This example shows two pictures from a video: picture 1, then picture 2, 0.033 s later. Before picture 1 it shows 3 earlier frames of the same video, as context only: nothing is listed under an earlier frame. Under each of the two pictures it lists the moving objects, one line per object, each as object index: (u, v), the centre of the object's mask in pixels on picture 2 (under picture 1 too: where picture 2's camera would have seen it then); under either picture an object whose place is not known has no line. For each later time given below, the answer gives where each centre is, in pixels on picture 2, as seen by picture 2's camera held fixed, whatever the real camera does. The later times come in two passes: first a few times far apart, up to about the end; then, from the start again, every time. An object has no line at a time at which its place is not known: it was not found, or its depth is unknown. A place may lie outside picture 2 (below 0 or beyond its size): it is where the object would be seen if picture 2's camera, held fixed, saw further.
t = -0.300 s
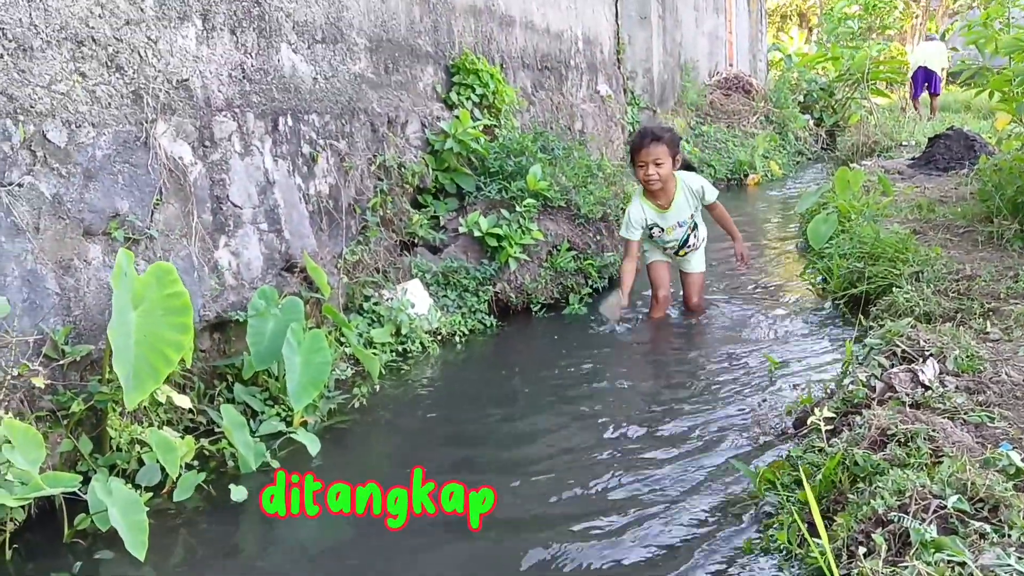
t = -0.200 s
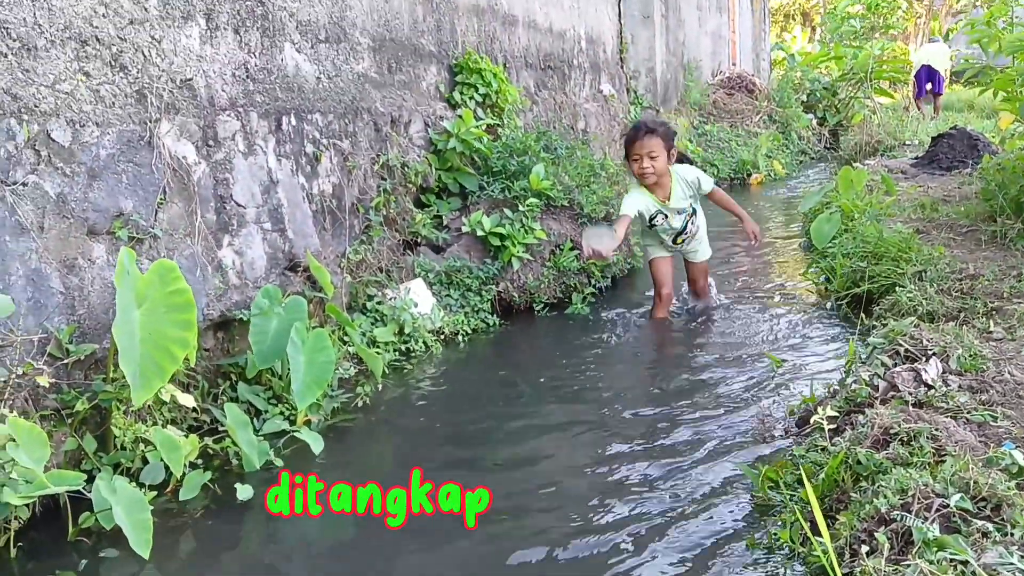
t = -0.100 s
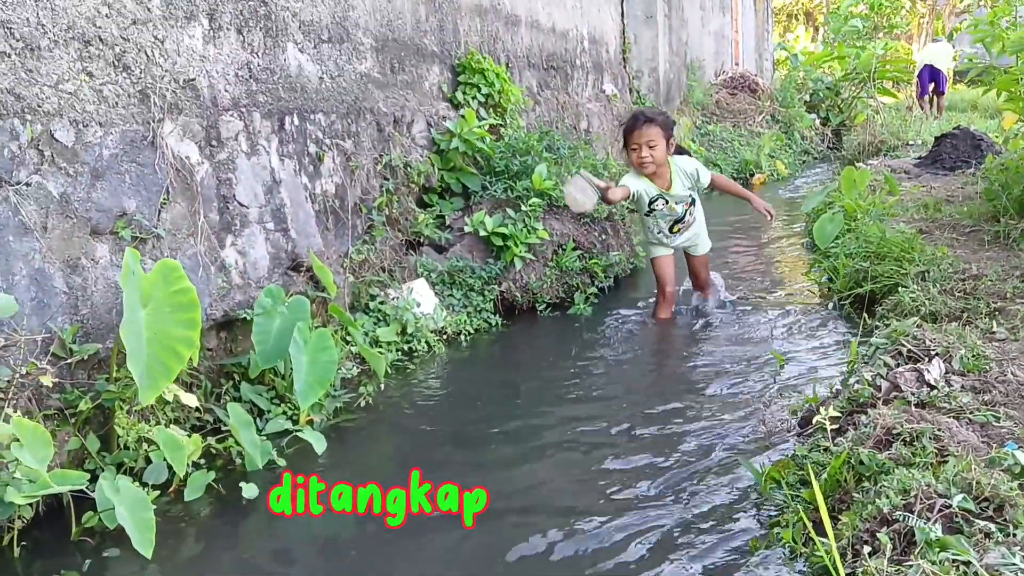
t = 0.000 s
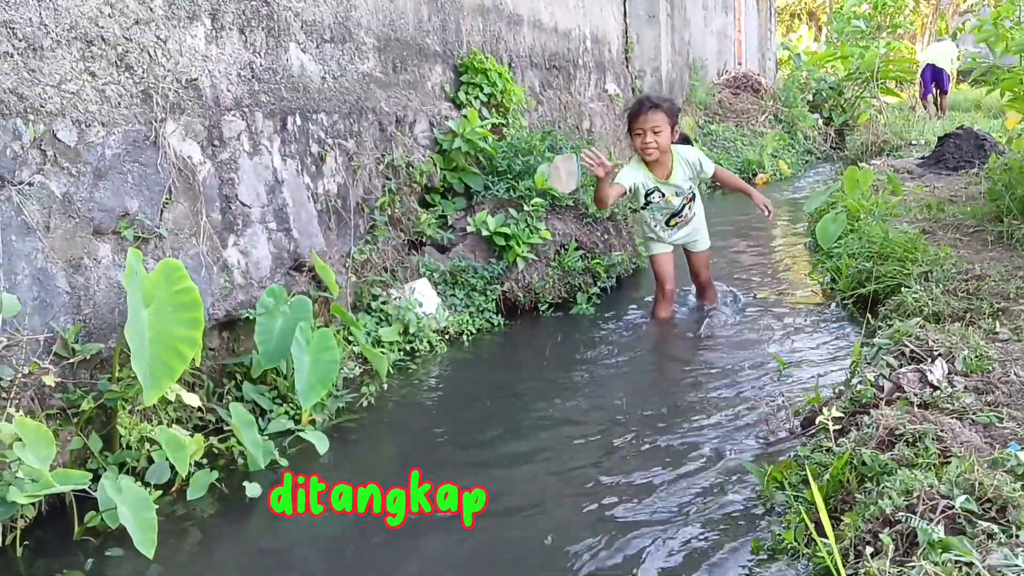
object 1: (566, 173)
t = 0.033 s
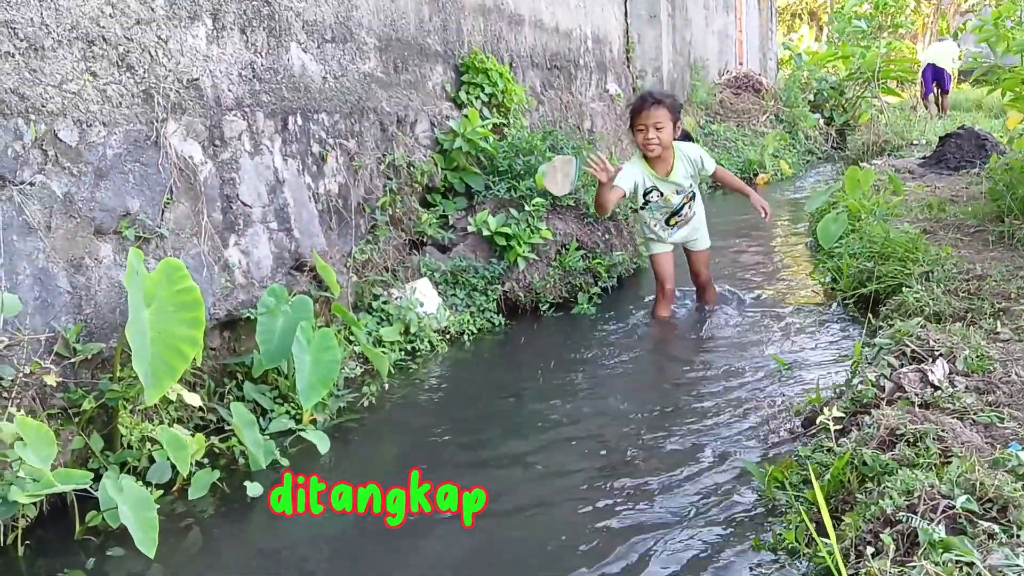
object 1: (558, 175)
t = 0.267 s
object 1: (539, 351)
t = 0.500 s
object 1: (509, 469)
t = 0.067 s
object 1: (557, 182)
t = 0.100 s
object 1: (554, 196)
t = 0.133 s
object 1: (552, 215)
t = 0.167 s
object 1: (550, 241)
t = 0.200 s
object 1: (546, 272)
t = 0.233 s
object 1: (543, 310)
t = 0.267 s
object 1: (539, 351)
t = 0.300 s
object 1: (534, 398)
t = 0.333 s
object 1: (529, 442)
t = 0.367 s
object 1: (523, 454)
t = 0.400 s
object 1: (518, 457)
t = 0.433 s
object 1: (517, 459)
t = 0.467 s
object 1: (513, 462)
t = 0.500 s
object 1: (509, 469)
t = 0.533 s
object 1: (503, 467)
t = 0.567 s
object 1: (502, 473)
